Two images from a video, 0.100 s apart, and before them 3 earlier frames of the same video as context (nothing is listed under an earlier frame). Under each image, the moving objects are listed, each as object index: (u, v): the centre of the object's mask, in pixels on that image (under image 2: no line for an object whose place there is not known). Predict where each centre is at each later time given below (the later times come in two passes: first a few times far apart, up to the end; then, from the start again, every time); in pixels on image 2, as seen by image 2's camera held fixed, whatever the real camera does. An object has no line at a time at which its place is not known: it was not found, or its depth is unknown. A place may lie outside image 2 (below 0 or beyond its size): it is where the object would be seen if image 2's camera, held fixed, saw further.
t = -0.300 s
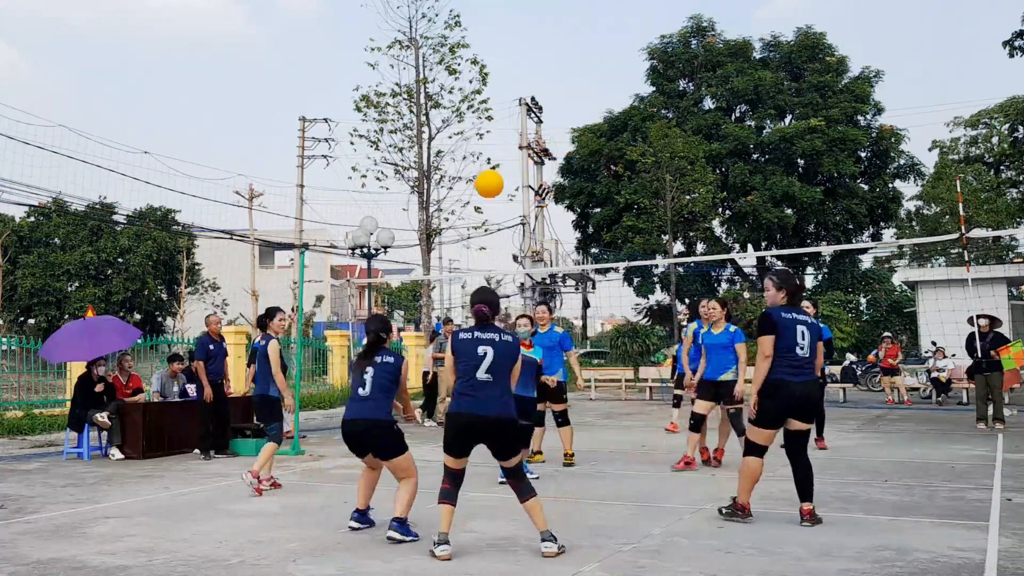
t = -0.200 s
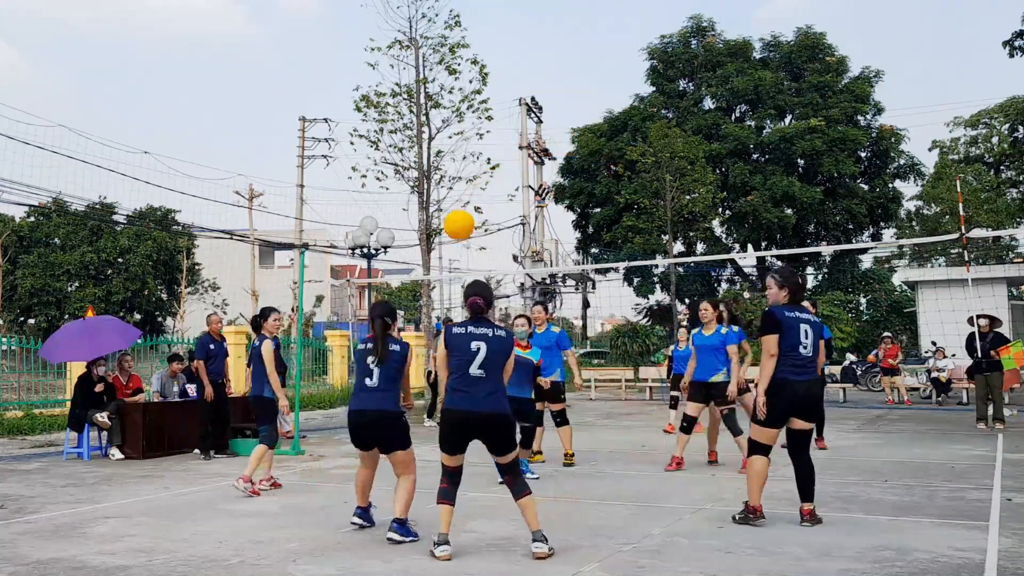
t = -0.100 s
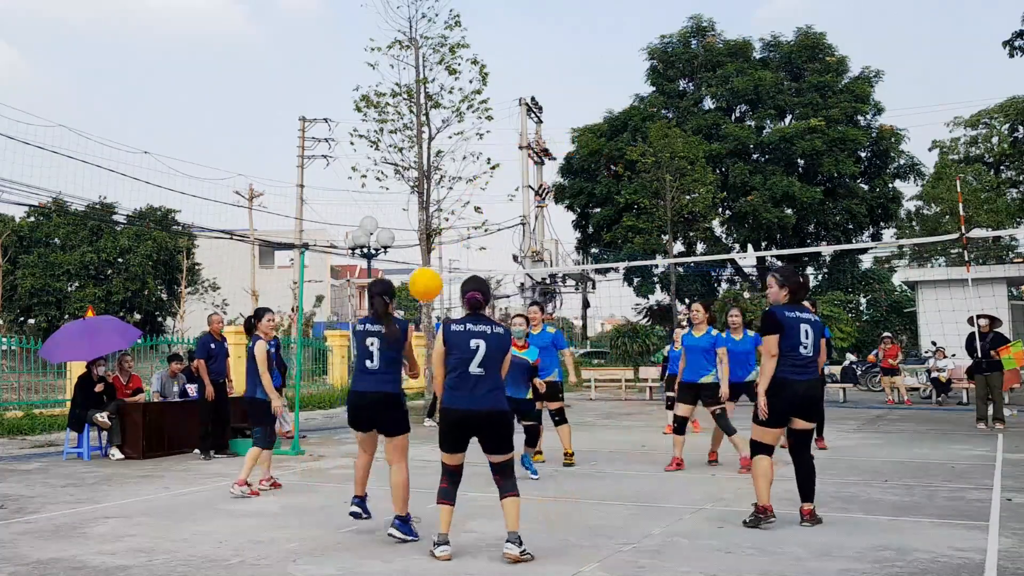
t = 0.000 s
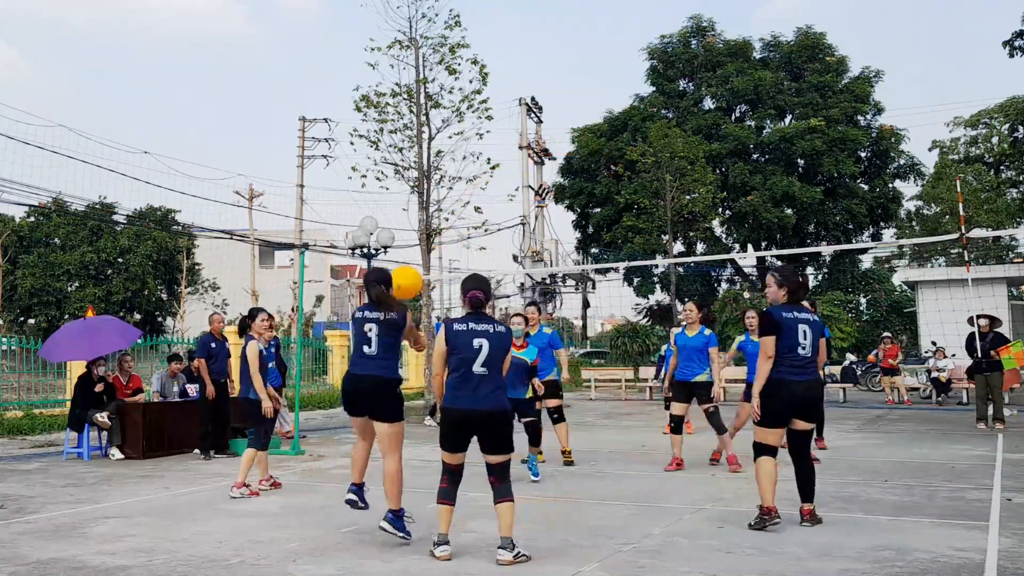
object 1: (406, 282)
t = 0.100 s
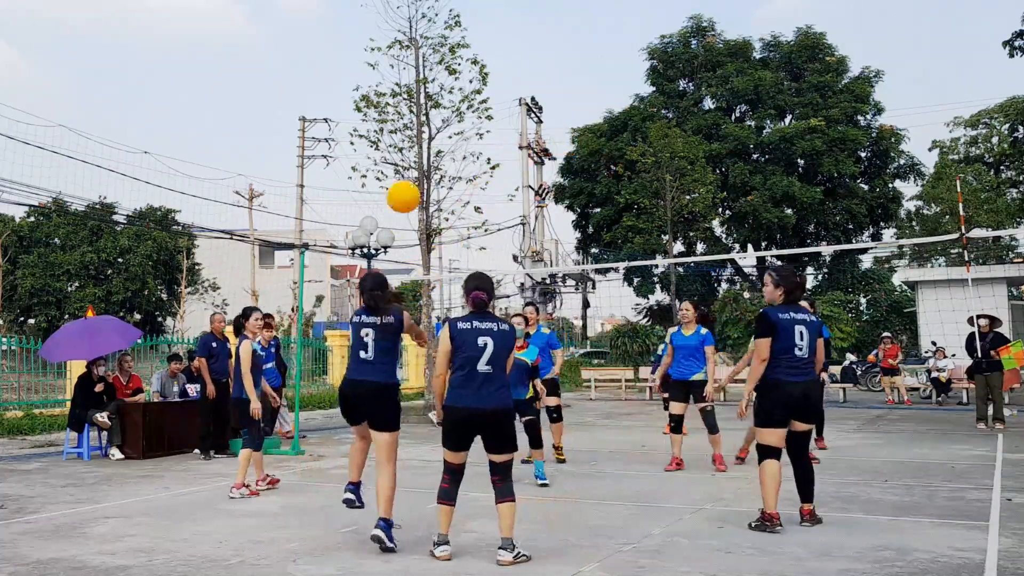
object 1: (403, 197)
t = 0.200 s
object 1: (402, 132)
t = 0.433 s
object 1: (398, 46)
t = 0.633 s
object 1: (394, 34)
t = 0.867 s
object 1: (388, 79)
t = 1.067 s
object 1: (384, 163)
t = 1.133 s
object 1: (383, 199)
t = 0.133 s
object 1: (403, 173)
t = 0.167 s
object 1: (402, 151)
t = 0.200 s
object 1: (402, 132)
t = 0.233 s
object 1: (401, 114)
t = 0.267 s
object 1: (401, 99)
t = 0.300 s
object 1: (400, 85)
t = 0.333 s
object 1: (400, 73)
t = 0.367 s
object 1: (399, 62)
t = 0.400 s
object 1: (399, 54)
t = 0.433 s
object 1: (398, 46)
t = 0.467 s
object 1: (397, 41)
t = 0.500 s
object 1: (397, 37)
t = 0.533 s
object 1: (396, 34)
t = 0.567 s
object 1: (395, 33)
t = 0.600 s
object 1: (395, 33)
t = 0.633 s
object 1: (394, 34)
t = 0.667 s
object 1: (393, 36)
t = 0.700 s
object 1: (392, 40)
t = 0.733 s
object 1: (391, 46)
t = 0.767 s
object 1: (390, 52)
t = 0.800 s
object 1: (389, 60)
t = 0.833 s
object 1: (389, 69)
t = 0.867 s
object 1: (388, 79)
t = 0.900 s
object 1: (387, 91)
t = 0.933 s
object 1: (386, 103)
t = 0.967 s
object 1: (386, 116)
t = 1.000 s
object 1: (385, 131)
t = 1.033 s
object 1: (384, 147)
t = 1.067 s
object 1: (384, 163)
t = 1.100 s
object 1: (383, 181)
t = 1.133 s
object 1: (383, 199)
